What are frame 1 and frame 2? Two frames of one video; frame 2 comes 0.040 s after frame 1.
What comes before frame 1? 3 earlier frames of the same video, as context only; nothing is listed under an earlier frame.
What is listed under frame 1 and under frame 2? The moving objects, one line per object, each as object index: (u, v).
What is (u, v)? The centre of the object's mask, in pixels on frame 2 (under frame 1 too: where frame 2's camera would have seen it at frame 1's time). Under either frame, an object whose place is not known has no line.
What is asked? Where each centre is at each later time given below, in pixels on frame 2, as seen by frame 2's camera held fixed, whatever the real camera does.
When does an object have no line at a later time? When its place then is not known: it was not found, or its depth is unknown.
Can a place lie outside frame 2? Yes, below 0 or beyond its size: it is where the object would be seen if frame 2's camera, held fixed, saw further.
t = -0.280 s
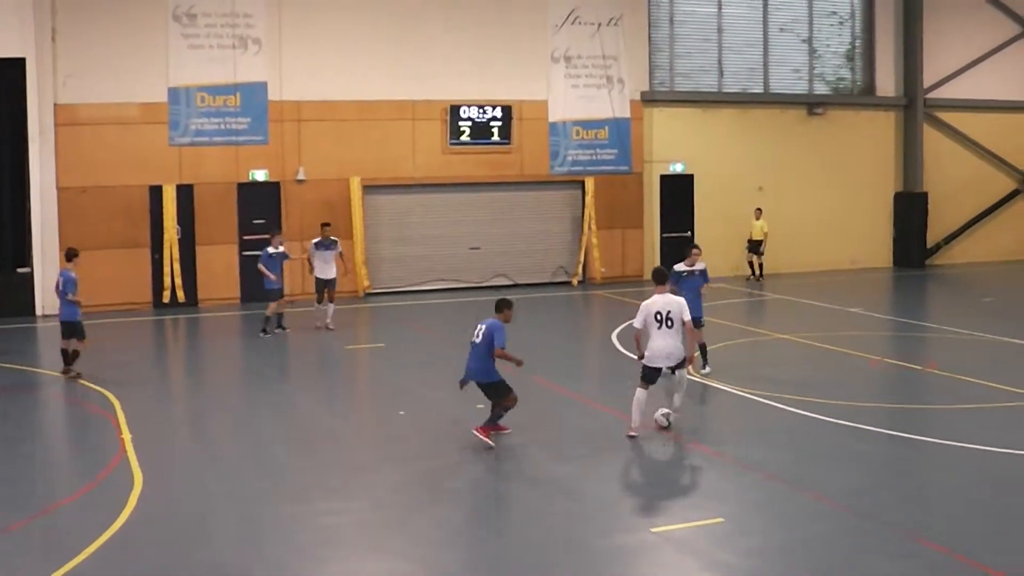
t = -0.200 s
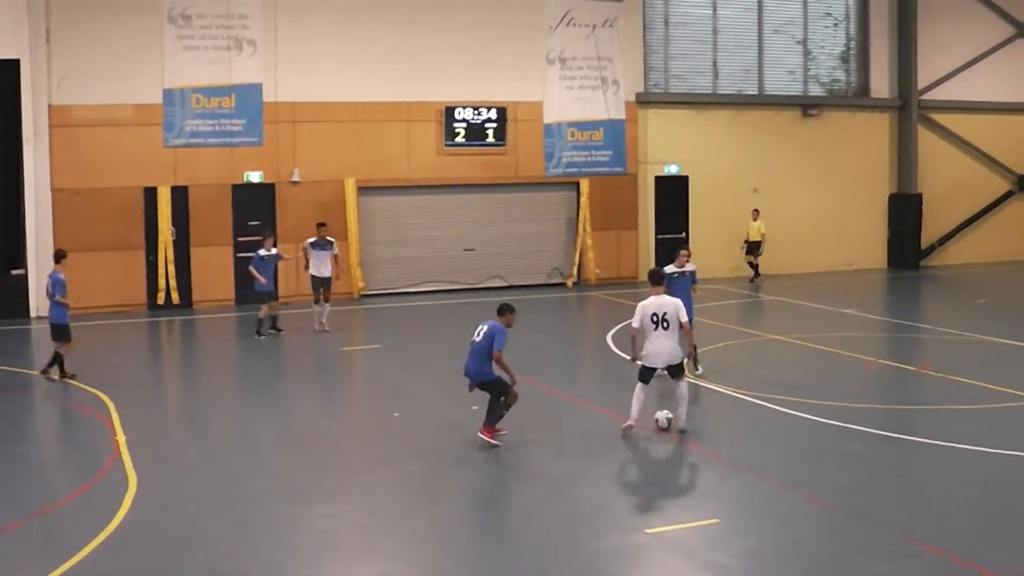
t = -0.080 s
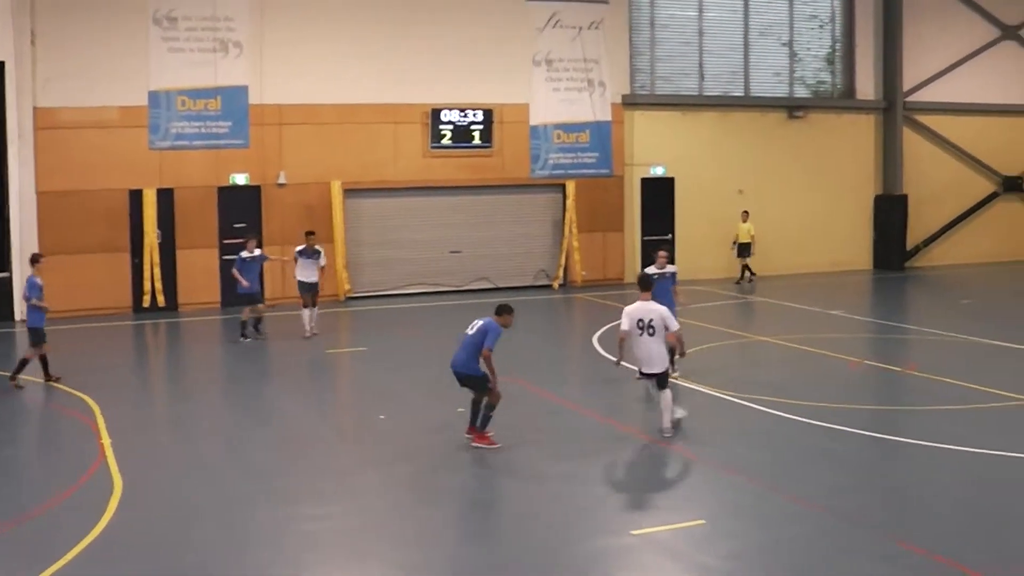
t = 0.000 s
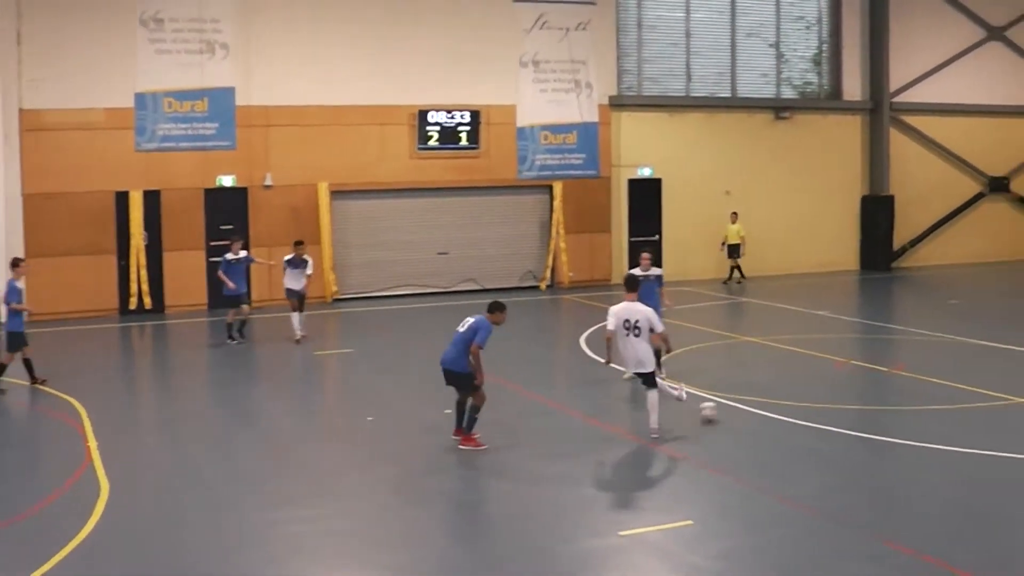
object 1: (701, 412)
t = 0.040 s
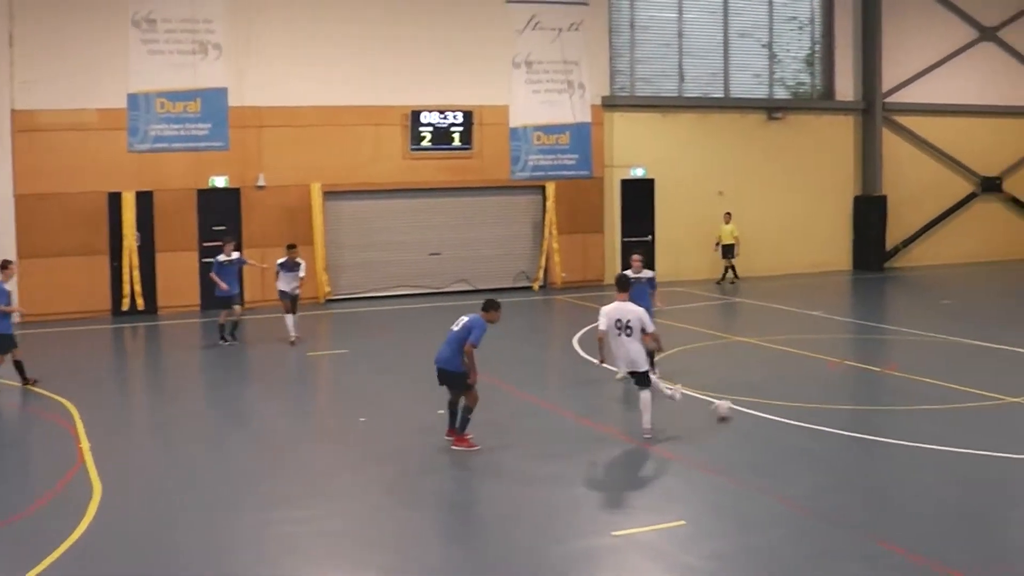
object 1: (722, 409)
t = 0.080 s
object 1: (743, 405)
